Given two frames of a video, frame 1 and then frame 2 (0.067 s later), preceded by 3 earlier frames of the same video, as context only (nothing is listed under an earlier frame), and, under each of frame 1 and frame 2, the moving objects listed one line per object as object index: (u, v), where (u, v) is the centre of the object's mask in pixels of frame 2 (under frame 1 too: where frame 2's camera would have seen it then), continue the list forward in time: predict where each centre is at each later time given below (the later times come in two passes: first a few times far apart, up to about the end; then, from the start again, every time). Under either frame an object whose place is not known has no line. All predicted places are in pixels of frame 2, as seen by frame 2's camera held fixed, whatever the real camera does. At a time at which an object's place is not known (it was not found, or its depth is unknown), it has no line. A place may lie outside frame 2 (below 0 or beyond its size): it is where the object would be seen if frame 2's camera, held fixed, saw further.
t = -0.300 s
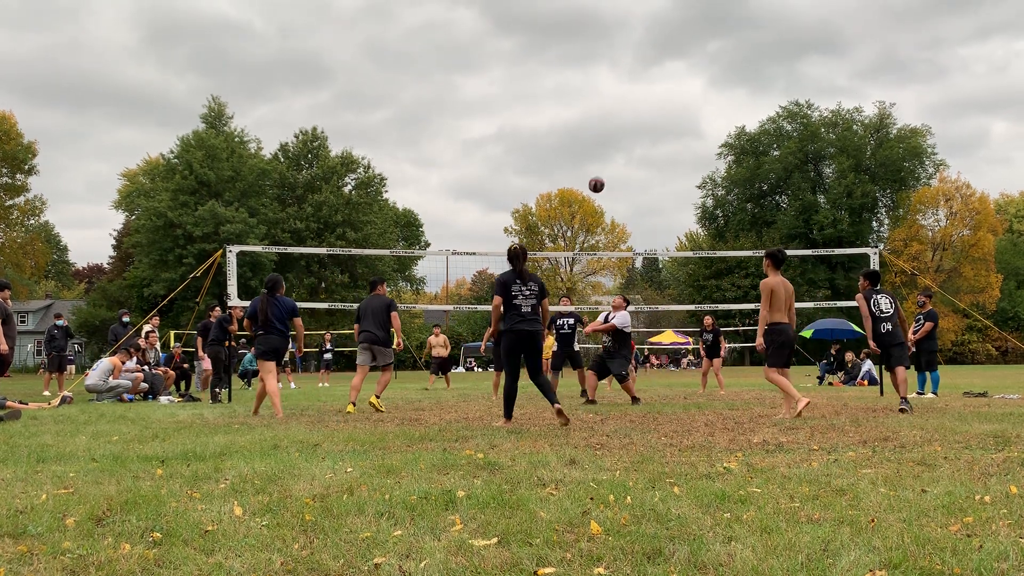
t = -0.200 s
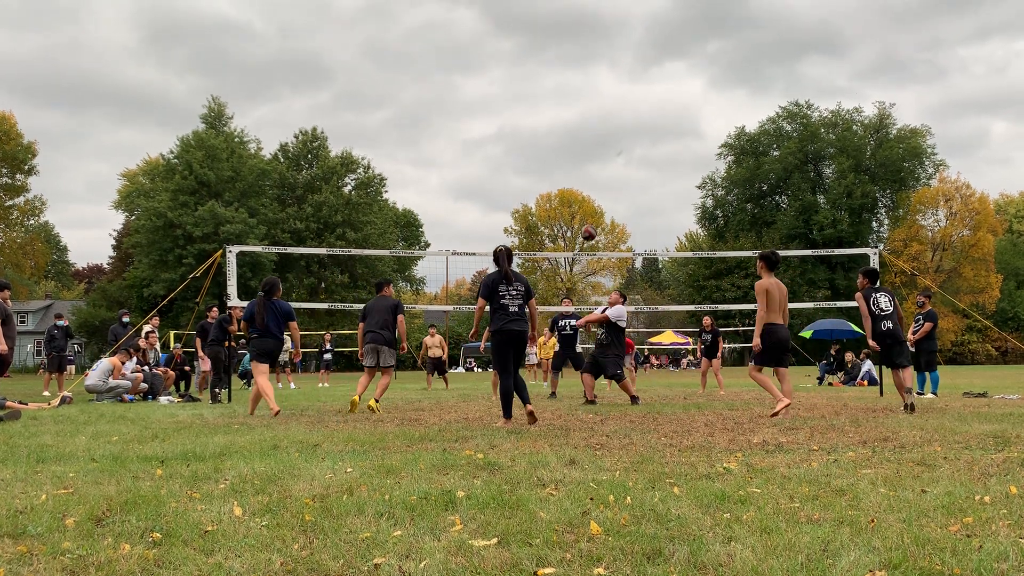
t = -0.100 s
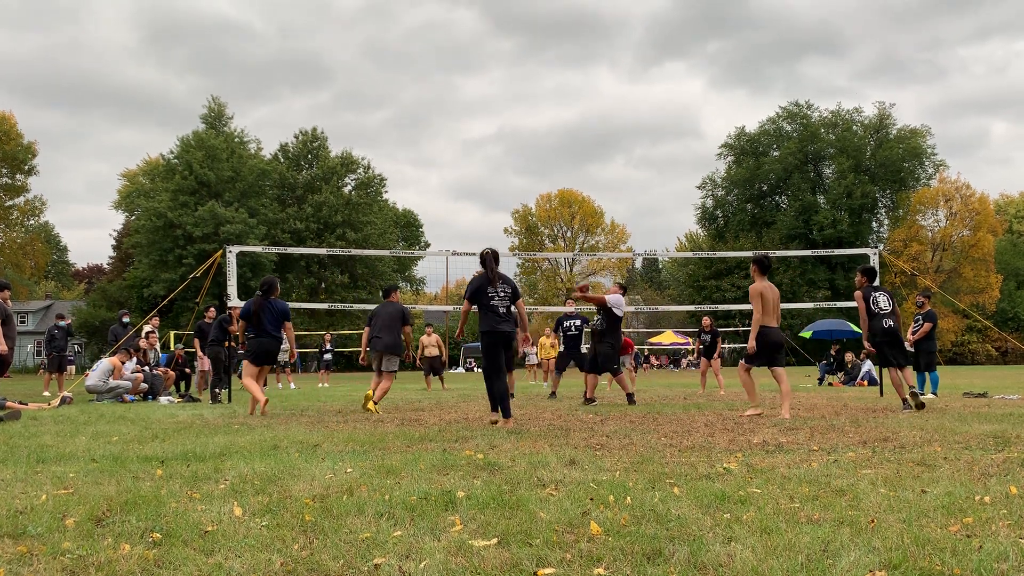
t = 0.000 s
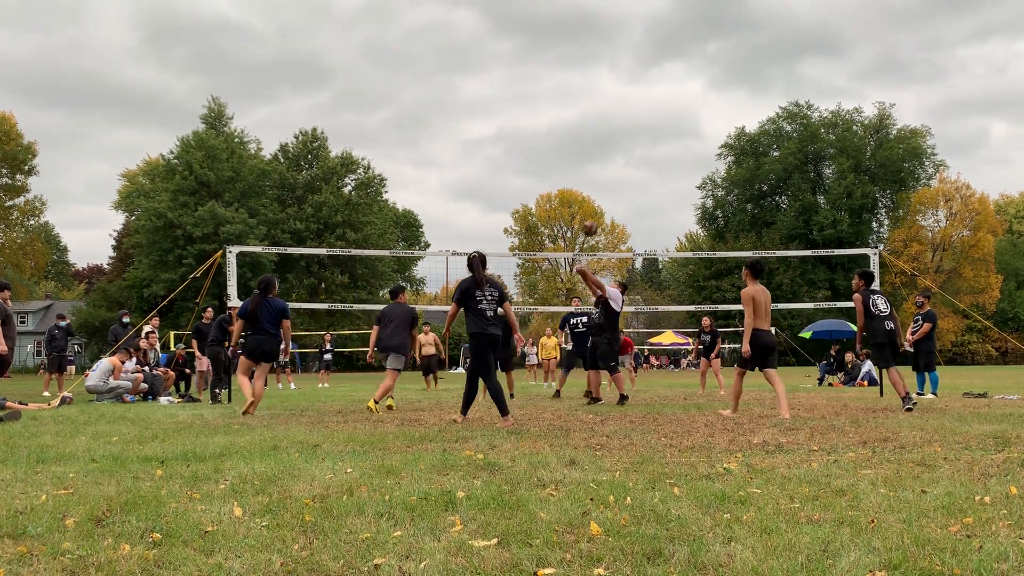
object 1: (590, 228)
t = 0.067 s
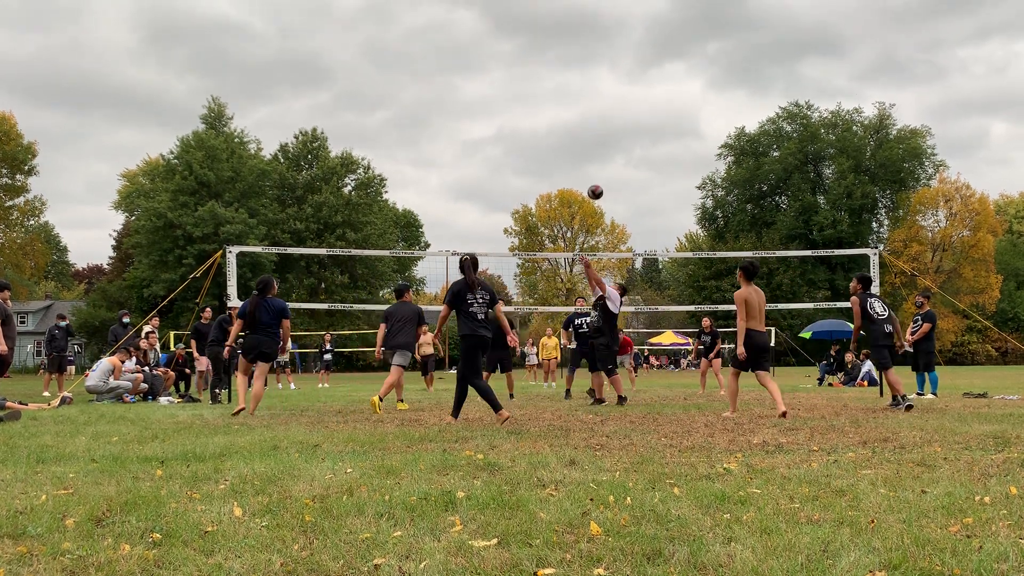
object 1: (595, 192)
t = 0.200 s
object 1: (607, 132)
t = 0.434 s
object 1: (627, 63)
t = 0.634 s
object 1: (643, 36)
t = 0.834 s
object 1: (658, 37)
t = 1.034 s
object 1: (672, 62)
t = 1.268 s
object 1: (689, 121)
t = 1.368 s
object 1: (696, 154)
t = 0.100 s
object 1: (598, 176)
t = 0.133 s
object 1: (601, 160)
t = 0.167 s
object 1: (604, 145)
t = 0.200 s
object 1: (607, 132)
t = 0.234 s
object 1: (610, 119)
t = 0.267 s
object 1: (613, 107)
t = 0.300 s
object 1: (616, 97)
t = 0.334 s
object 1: (619, 87)
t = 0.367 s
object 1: (622, 78)
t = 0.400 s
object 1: (624, 70)
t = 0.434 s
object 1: (627, 63)
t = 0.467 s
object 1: (630, 56)
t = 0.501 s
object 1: (632, 50)
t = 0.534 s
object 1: (635, 46)
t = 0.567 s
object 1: (637, 42)
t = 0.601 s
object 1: (640, 38)
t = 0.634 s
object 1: (643, 36)
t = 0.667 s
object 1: (645, 34)
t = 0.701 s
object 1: (648, 33)
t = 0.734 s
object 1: (650, 33)
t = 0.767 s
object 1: (653, 33)
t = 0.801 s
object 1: (655, 35)
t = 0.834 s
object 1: (658, 37)
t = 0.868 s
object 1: (660, 39)
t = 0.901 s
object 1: (662, 42)
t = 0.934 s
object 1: (665, 46)
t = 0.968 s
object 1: (667, 51)
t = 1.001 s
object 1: (670, 56)
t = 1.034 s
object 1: (672, 62)
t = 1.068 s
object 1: (675, 69)
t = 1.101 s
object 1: (677, 76)
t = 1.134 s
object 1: (679, 83)
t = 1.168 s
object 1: (682, 92)
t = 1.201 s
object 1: (684, 101)
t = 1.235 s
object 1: (686, 110)
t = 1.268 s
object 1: (689, 121)
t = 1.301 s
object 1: (691, 131)
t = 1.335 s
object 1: (694, 143)
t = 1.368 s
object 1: (696, 154)
